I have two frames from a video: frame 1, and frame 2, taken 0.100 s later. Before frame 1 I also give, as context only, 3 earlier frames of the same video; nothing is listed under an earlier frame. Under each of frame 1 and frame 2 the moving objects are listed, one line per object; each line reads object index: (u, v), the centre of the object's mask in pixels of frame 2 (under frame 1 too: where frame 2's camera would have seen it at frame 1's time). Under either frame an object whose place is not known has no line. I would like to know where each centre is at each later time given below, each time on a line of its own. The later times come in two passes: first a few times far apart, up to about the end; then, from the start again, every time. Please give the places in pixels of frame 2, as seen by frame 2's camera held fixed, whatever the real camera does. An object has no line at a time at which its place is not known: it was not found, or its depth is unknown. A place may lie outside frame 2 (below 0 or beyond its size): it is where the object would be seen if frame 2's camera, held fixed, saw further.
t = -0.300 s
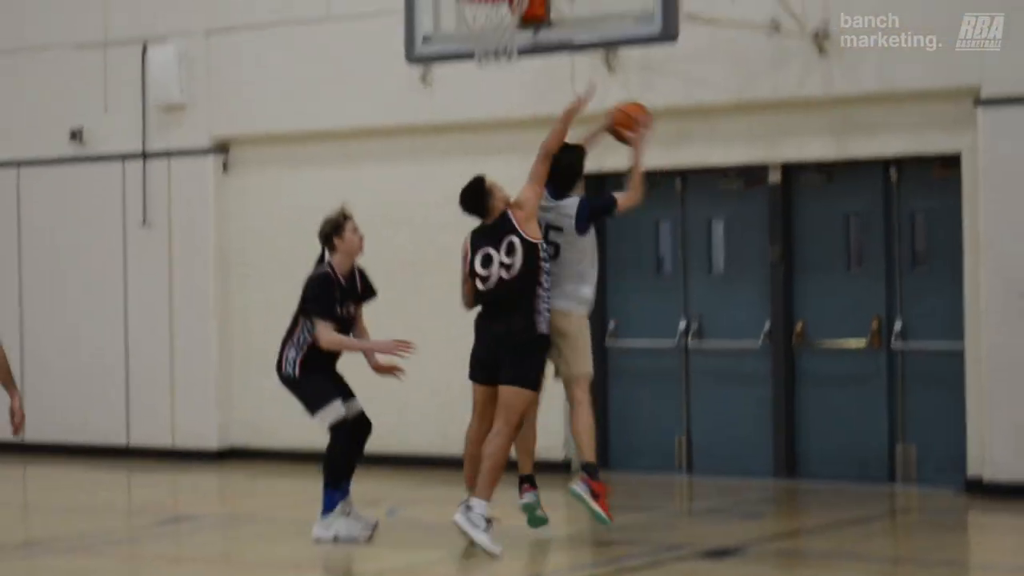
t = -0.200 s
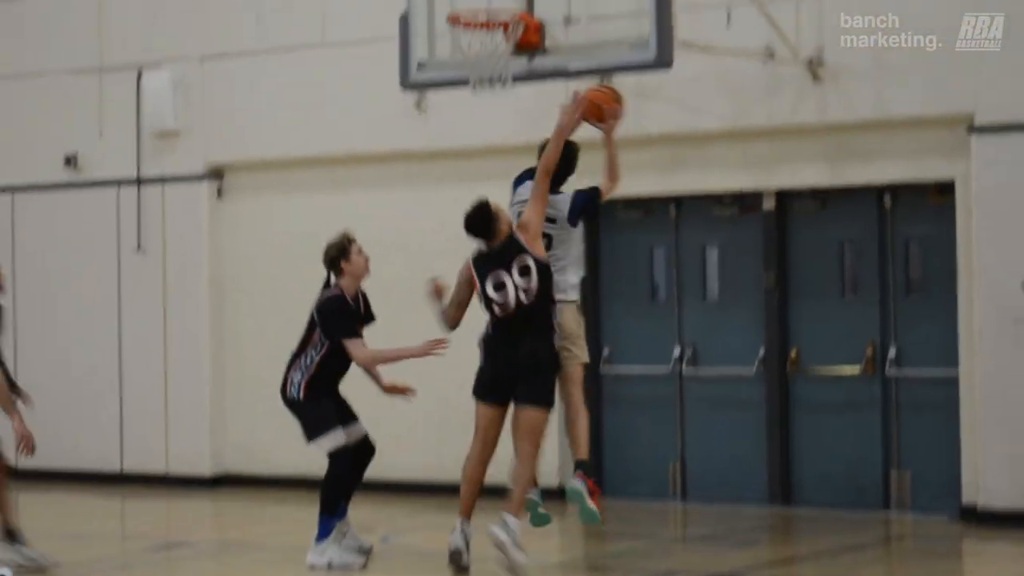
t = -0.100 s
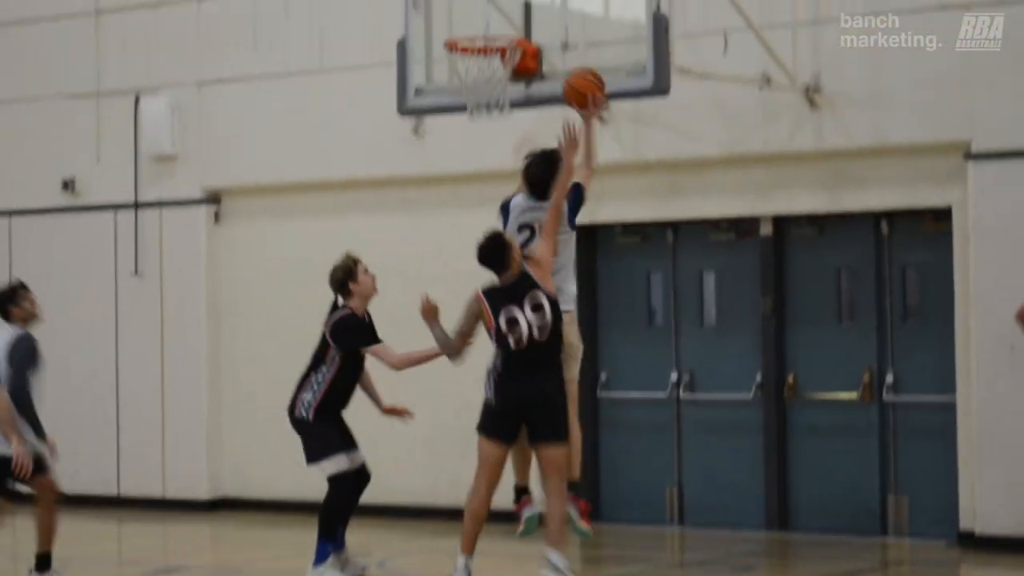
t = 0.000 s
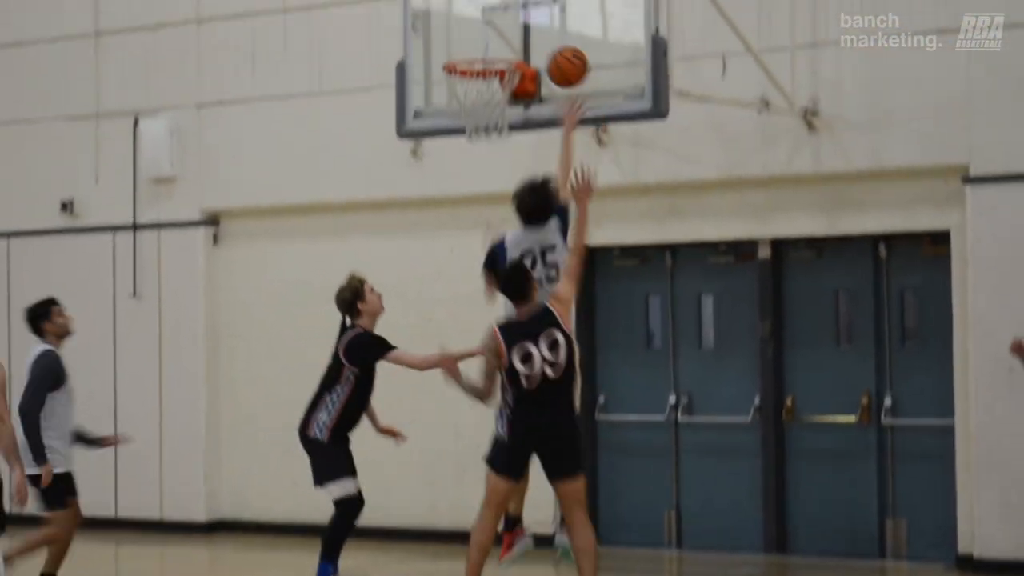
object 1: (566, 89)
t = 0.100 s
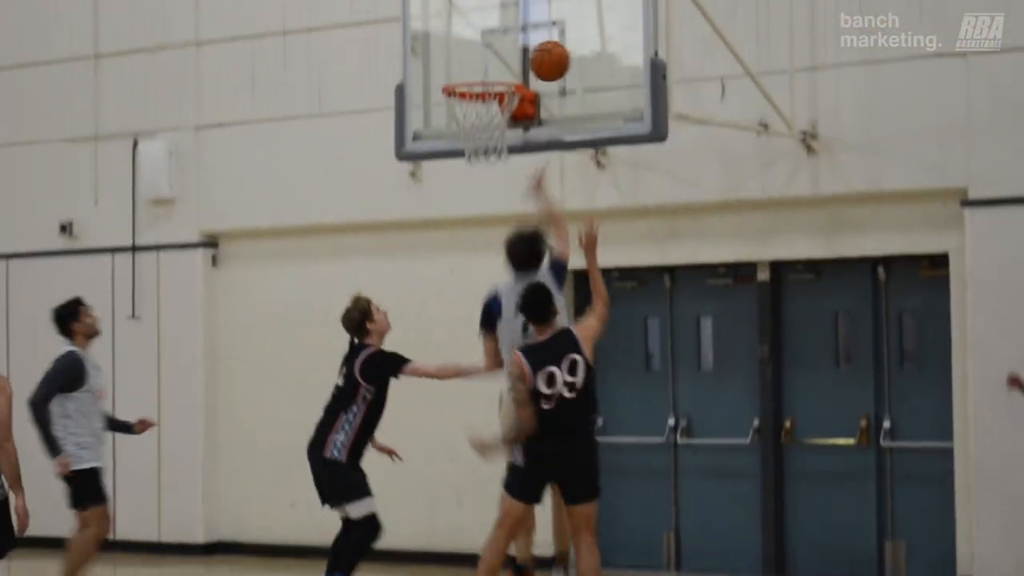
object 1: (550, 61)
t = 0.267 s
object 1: (510, 51)
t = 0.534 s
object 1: (489, 83)
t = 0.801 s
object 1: (494, 123)
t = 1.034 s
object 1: (471, 174)
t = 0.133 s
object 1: (544, 55)
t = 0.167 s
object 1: (539, 51)
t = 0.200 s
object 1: (531, 50)
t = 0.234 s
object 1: (521, 50)
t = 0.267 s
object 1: (510, 51)
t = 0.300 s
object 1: (498, 54)
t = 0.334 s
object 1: (487, 59)
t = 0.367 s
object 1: (476, 65)
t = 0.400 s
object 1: (465, 70)
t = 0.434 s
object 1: (464, 73)
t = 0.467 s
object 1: (474, 73)
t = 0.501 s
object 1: (482, 74)
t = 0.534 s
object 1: (489, 83)
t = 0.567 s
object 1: (490, 83)
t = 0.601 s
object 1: (493, 88)
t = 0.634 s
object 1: (499, 107)
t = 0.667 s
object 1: (502, 111)
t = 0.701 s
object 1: (502, 113)
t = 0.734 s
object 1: (500, 116)
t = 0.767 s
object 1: (499, 118)
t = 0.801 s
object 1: (494, 123)
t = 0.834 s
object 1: (493, 126)
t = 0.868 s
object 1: (487, 133)
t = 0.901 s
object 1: (484, 138)
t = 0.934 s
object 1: (479, 144)
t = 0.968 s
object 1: (477, 154)
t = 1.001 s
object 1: (474, 164)
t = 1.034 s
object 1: (471, 174)
